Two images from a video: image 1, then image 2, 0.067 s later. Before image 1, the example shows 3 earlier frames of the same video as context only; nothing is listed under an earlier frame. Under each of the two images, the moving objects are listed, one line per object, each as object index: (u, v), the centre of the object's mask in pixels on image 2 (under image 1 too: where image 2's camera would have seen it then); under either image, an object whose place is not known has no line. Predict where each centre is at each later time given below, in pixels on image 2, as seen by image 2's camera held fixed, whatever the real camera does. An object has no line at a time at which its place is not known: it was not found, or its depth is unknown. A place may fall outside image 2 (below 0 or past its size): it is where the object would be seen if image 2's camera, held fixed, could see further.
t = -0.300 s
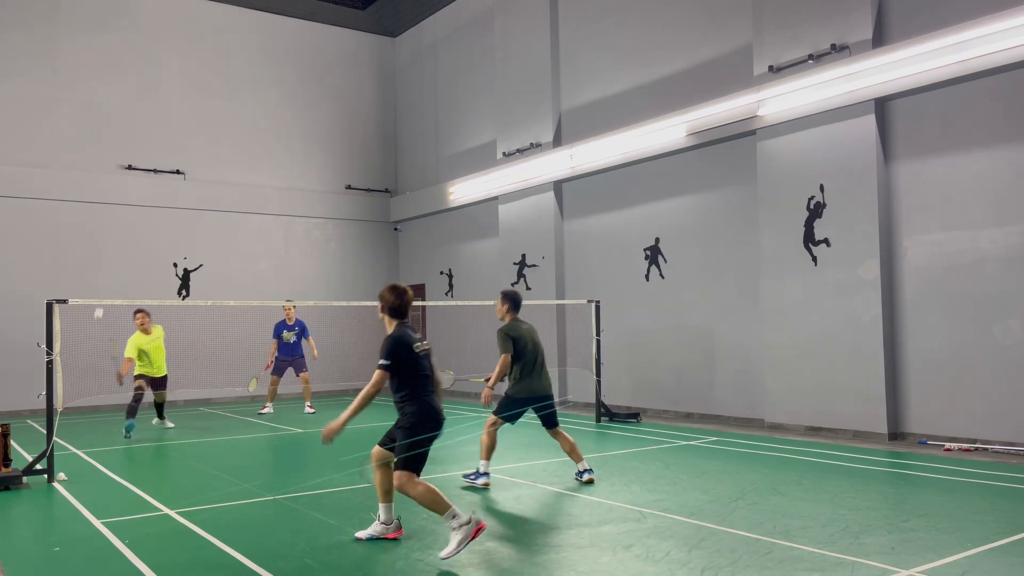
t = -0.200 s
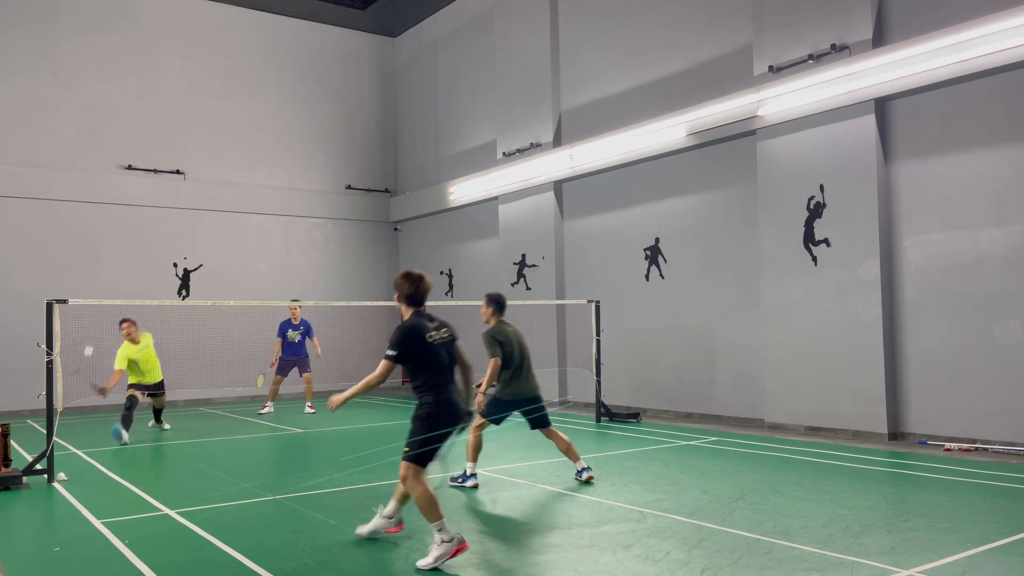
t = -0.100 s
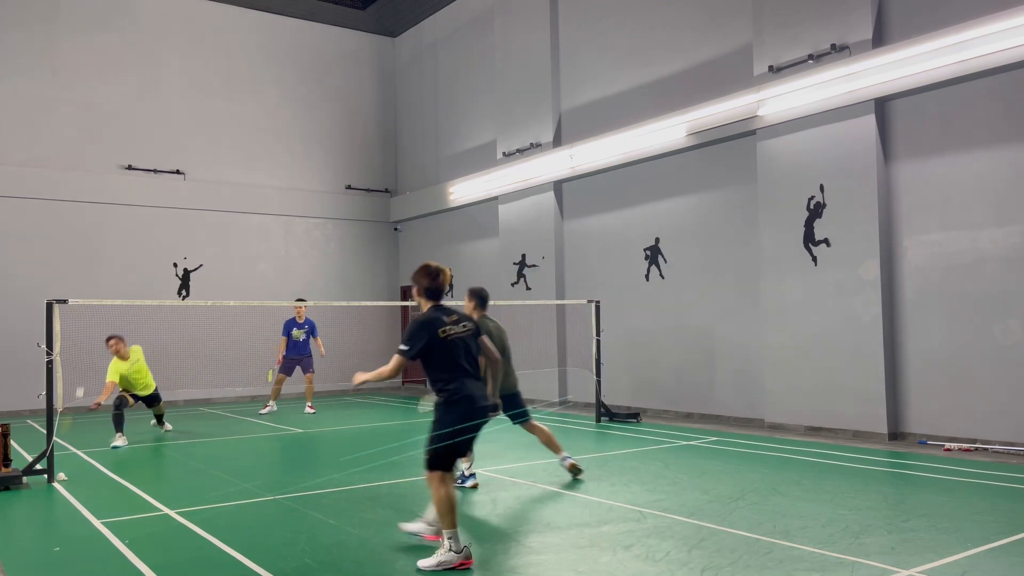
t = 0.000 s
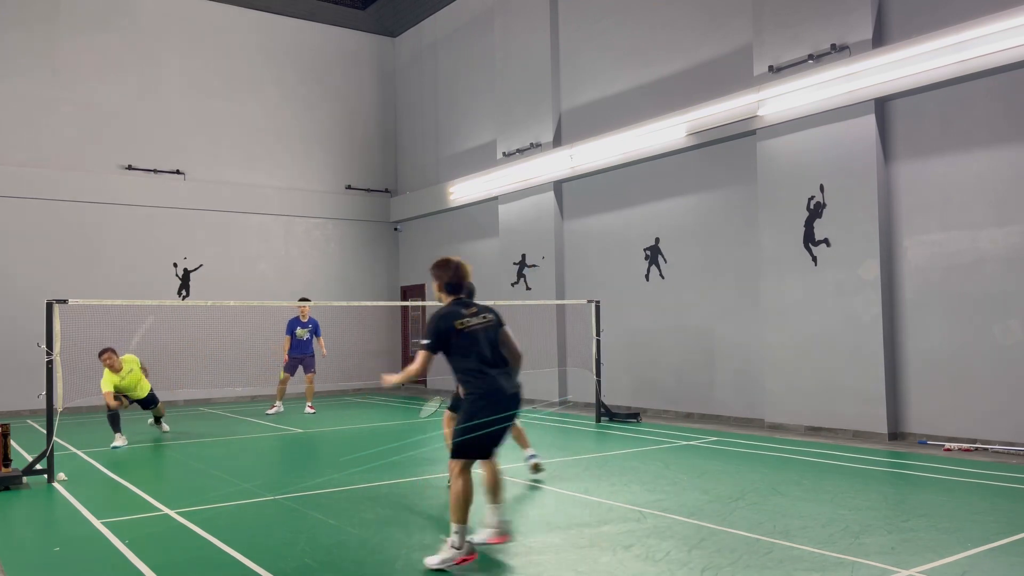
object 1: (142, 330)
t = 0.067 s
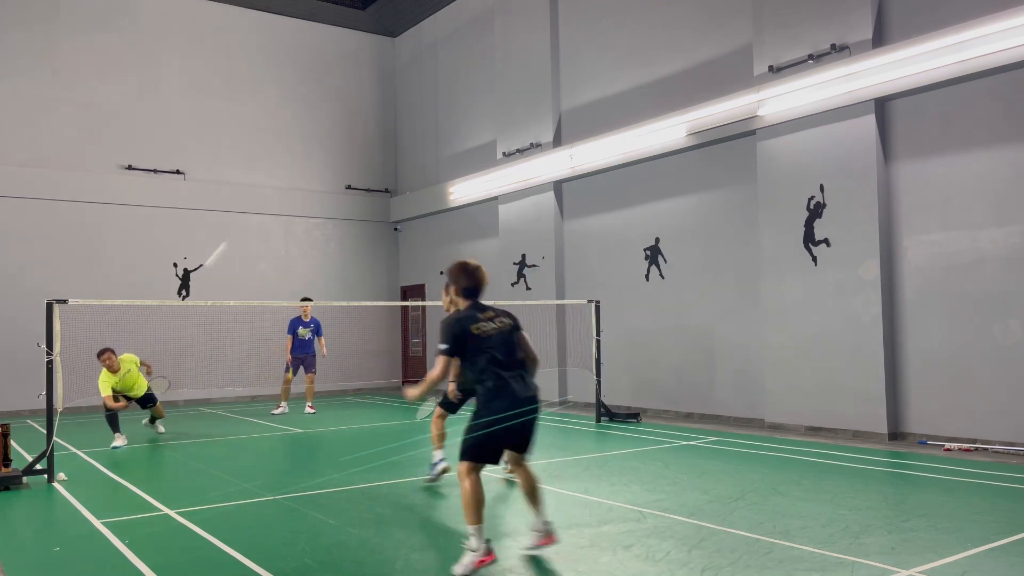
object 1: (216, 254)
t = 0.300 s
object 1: (400, 84)
